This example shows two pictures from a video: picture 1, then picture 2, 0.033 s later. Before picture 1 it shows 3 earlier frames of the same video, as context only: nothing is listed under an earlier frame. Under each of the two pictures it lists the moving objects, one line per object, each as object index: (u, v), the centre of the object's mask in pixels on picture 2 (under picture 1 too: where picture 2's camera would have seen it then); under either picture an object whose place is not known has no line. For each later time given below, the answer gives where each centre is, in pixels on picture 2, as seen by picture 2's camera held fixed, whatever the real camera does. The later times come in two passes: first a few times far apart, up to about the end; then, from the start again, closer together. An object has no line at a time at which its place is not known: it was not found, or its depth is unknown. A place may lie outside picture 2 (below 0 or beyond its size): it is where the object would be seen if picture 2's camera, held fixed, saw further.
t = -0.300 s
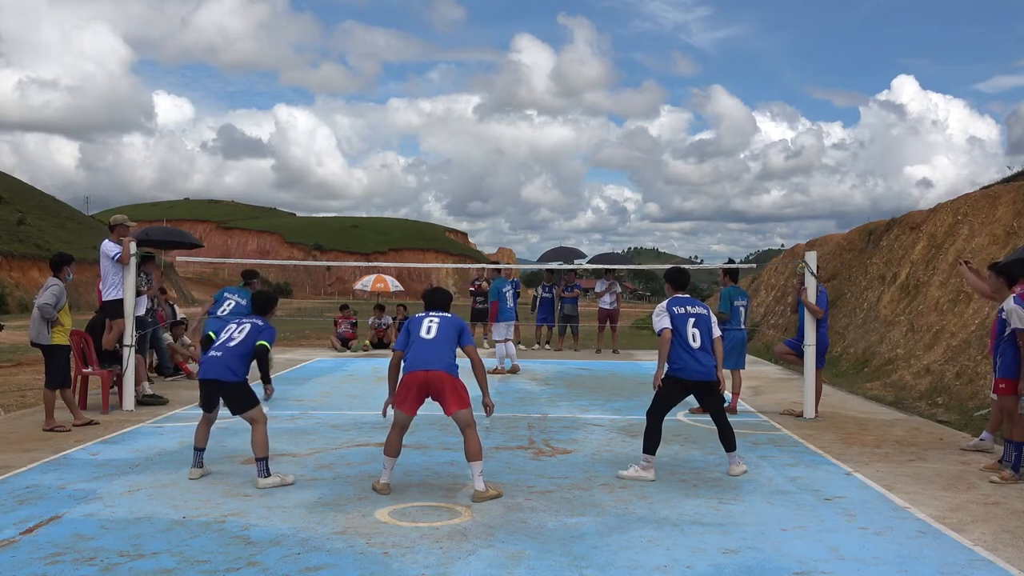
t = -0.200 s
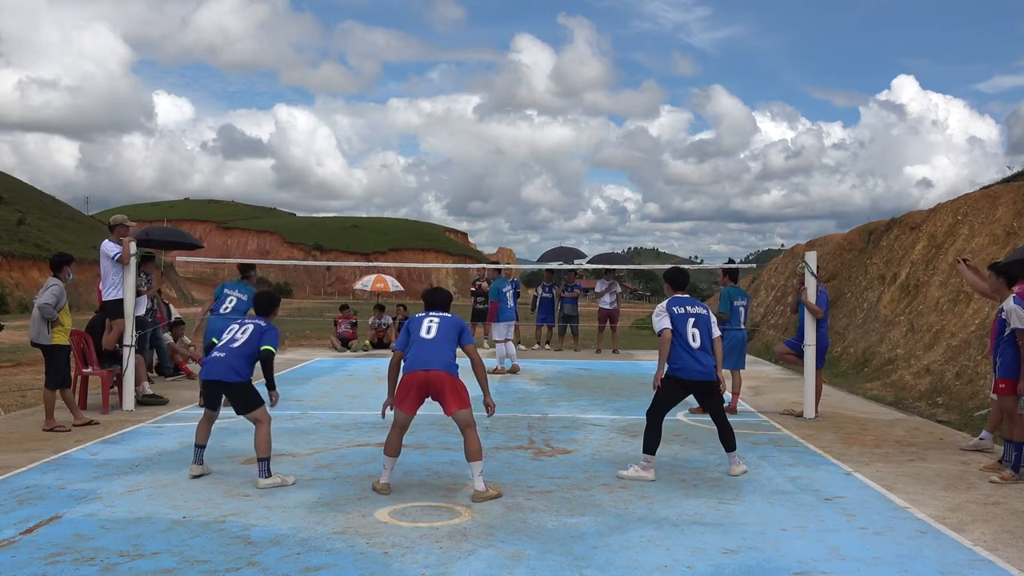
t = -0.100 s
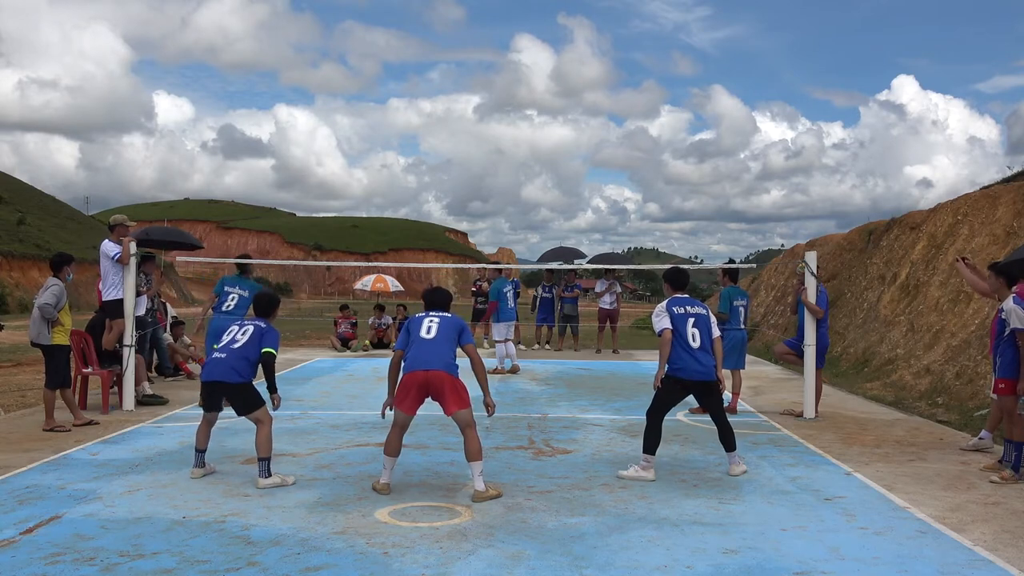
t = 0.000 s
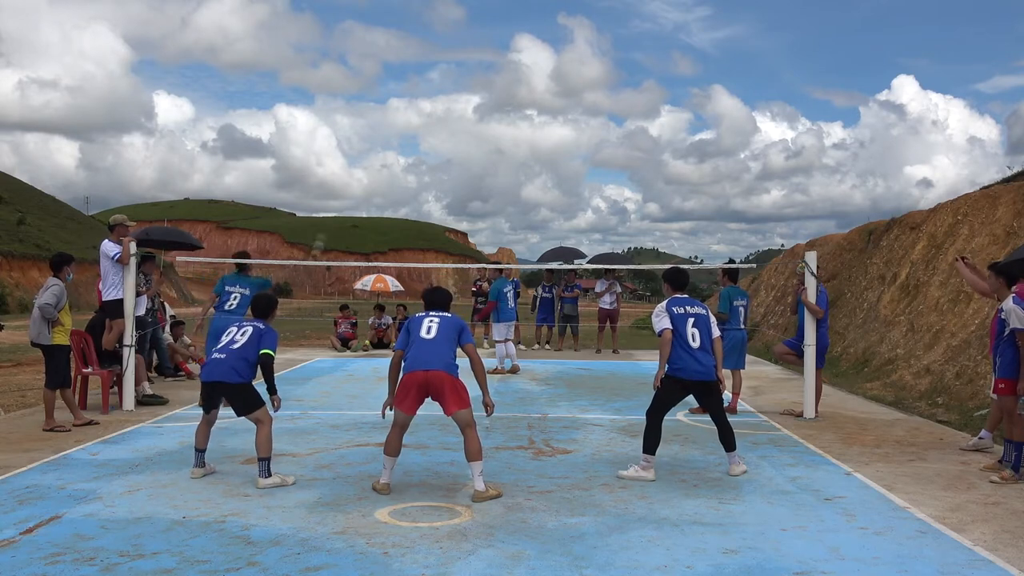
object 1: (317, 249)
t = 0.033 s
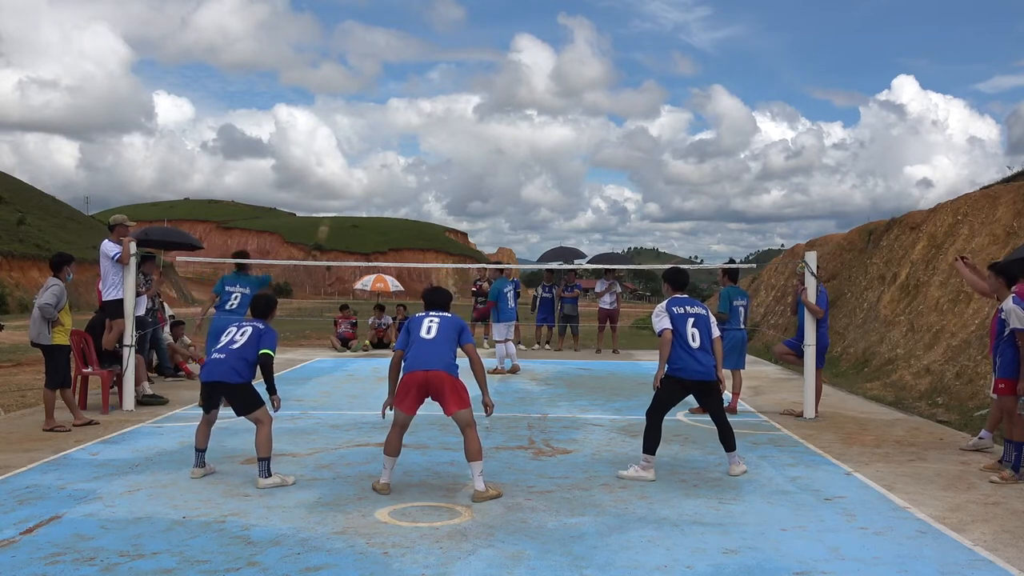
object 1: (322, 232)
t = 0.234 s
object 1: (352, 164)
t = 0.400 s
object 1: (374, 135)
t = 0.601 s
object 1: (398, 130)
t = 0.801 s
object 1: (421, 155)
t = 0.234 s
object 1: (352, 164)
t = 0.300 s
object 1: (361, 149)
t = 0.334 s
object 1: (365, 144)
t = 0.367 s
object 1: (370, 139)
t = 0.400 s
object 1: (374, 135)
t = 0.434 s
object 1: (378, 132)
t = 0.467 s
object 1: (381, 129)
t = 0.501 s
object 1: (386, 129)
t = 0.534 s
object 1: (390, 128)
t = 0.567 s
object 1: (394, 129)
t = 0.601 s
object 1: (398, 130)
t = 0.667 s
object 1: (406, 136)
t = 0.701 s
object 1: (410, 139)
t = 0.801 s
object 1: (421, 155)
